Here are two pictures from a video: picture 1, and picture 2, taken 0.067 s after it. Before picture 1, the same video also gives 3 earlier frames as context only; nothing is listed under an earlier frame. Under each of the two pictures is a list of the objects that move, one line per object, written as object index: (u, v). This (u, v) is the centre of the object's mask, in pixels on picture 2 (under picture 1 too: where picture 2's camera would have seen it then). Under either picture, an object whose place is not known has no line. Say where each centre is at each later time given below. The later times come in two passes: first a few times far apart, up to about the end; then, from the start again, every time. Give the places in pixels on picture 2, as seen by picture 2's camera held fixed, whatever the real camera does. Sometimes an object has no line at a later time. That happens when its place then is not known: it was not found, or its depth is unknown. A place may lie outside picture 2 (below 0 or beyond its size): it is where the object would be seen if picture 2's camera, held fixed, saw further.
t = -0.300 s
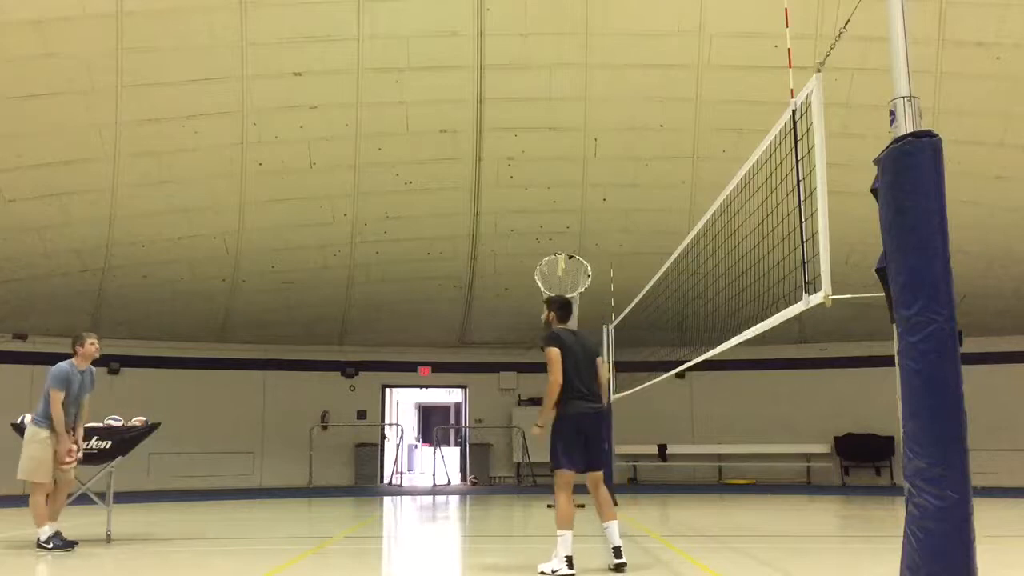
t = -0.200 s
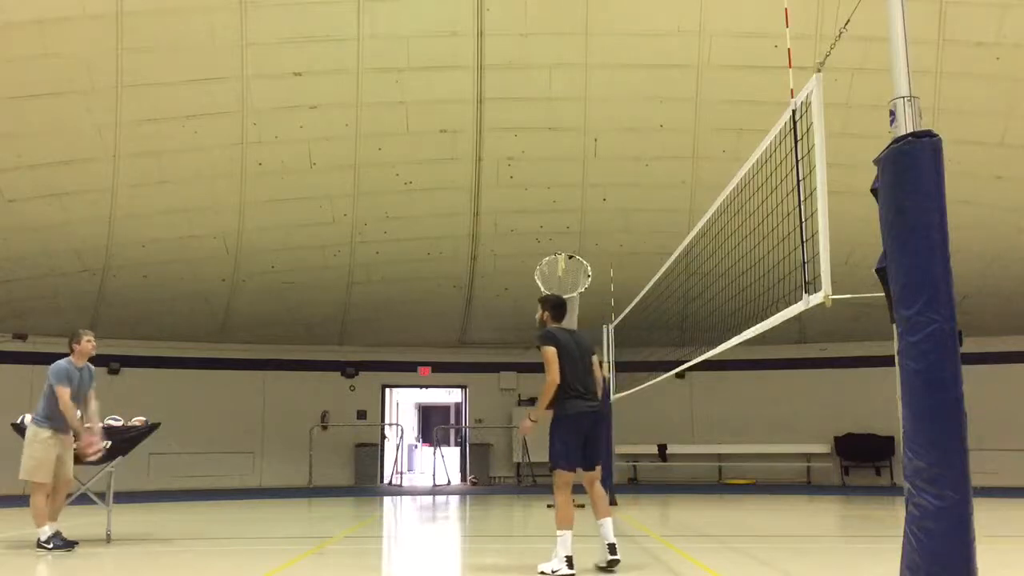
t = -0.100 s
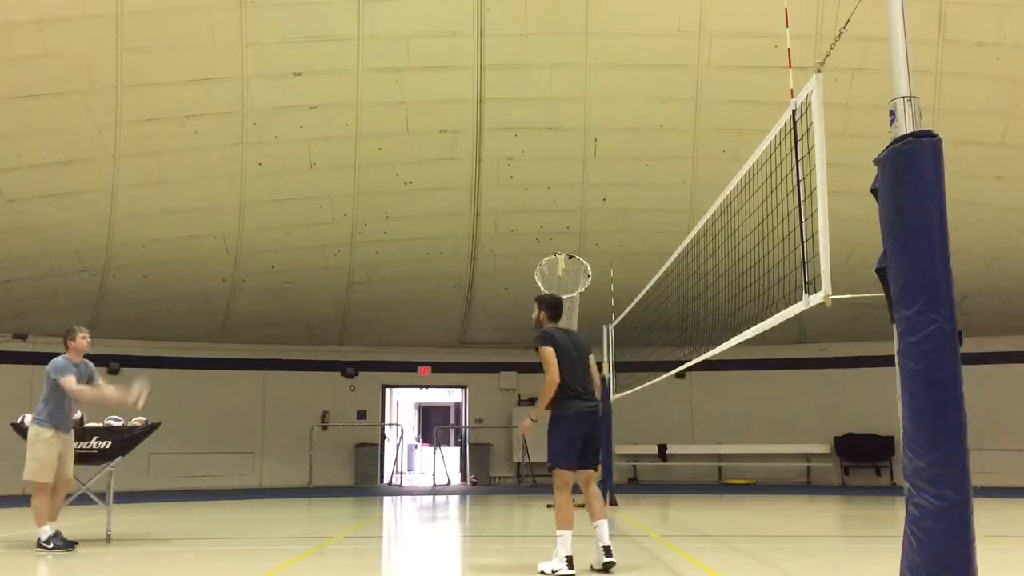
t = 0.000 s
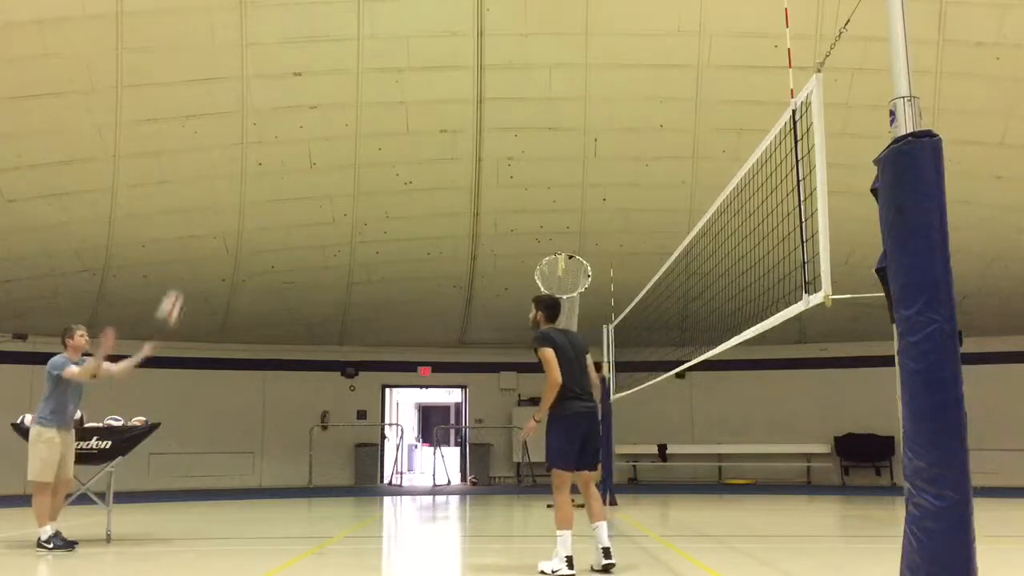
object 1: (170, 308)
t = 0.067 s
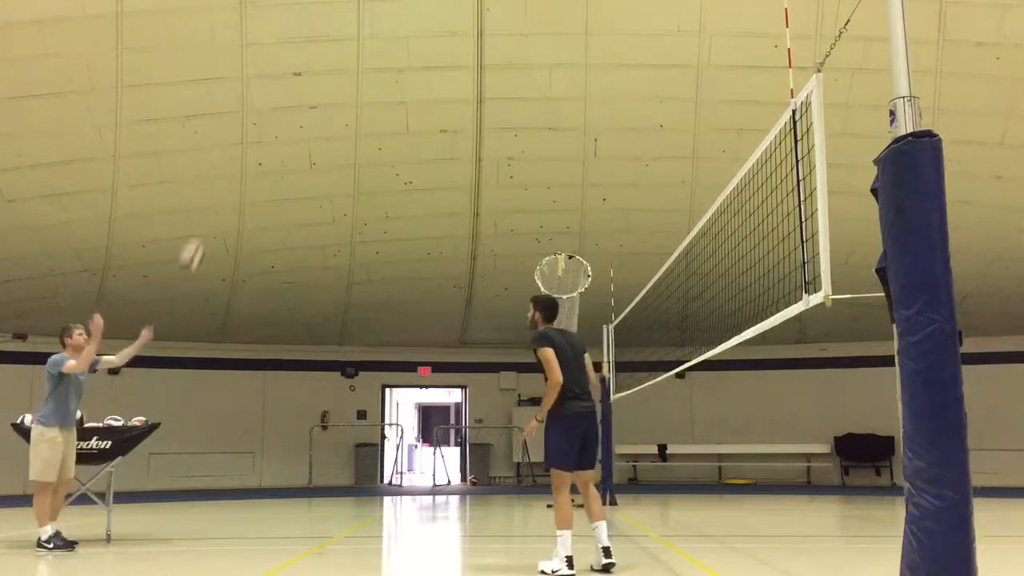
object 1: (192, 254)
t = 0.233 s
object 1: (242, 150)
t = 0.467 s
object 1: (308, 55)
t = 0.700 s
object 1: (373, 18)
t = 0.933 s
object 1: (437, 41)
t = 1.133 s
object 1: (494, 108)
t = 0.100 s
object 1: (203, 230)
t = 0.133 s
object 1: (213, 209)
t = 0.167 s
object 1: (222, 189)
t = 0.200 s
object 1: (231, 167)
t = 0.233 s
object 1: (242, 150)
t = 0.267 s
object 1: (252, 132)
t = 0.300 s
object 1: (263, 116)
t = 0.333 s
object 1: (271, 102)
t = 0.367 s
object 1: (280, 88)
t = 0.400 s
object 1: (290, 76)
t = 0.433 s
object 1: (300, 65)
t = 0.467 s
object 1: (308, 55)
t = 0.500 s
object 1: (318, 46)
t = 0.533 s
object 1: (327, 39)
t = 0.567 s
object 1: (336, 32)
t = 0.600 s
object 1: (345, 27)
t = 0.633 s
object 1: (355, 23)
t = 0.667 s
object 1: (364, 20)
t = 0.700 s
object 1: (373, 18)
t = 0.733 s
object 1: (383, 18)
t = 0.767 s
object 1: (391, 19)
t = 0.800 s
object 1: (401, 20)
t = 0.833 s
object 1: (409, 24)
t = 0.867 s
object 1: (419, 29)
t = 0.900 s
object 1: (428, 34)
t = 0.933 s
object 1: (437, 41)
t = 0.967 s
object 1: (446, 49)
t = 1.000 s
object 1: (455, 58)
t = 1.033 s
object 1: (464, 69)
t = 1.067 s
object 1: (473, 81)
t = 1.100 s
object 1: (482, 93)
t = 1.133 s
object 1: (494, 108)
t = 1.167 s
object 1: (501, 124)
